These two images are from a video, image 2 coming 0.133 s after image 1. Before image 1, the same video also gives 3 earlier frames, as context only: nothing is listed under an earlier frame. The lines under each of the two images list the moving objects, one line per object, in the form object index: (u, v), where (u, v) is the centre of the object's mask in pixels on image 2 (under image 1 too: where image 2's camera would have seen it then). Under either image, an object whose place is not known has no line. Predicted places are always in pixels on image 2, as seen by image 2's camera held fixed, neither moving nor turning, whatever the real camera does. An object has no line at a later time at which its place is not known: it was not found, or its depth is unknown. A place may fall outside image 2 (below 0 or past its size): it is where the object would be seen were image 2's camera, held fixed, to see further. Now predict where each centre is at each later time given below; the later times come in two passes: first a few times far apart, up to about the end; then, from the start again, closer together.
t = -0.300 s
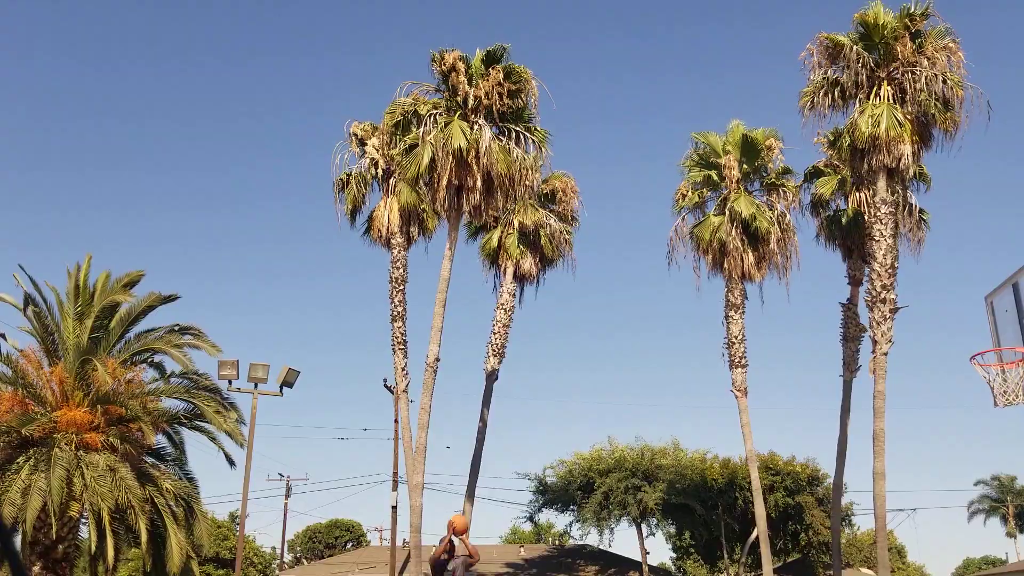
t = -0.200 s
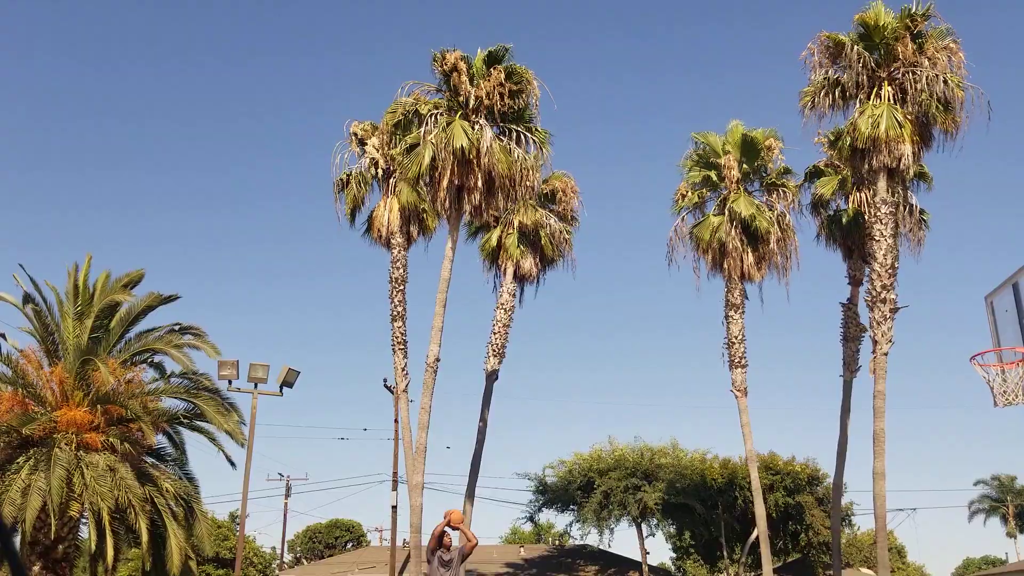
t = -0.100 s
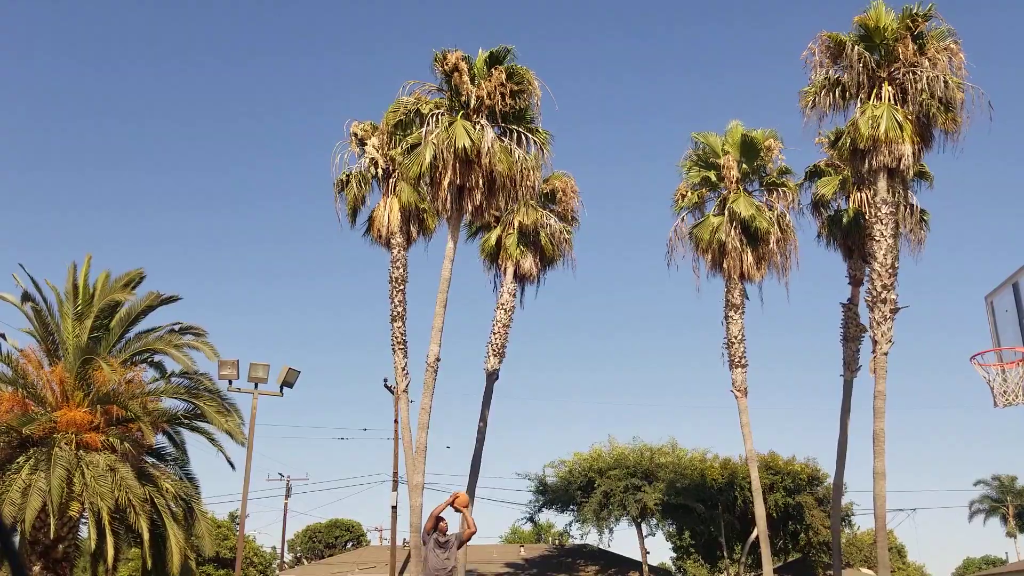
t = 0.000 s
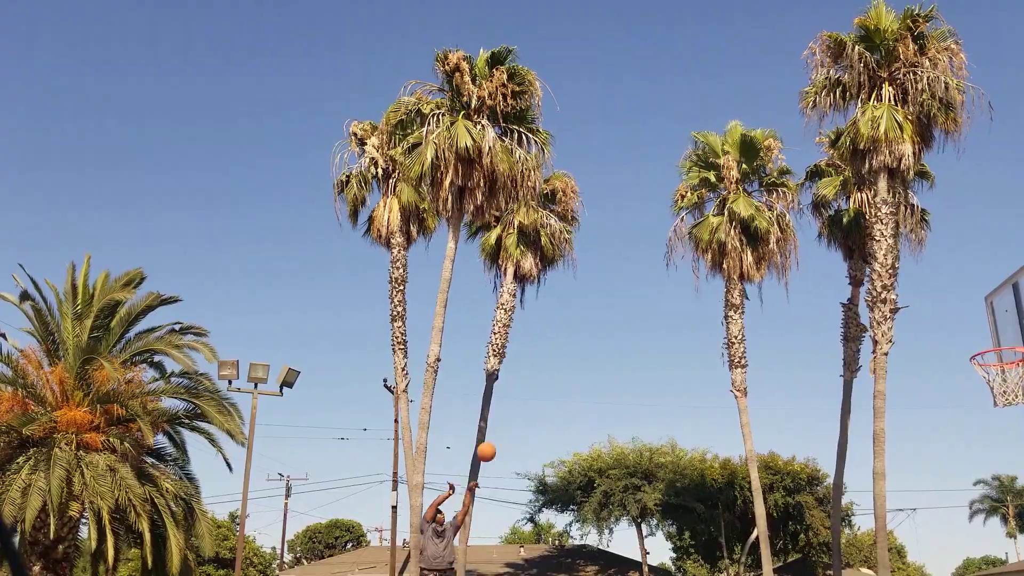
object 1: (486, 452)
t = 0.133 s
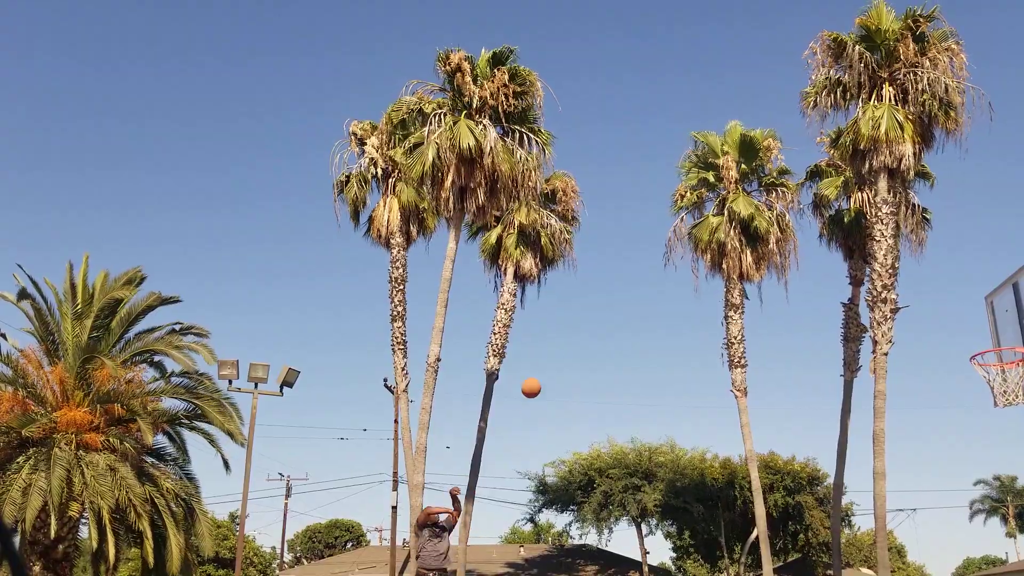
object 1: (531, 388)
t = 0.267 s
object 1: (578, 337)
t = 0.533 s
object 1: (684, 272)
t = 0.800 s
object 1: (817, 264)
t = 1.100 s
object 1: (1011, 339)
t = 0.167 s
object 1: (542, 374)
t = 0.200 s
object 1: (554, 361)
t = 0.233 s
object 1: (566, 348)
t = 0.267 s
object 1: (578, 337)
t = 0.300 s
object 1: (590, 326)
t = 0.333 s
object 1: (603, 315)
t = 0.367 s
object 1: (616, 306)
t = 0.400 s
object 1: (629, 298)
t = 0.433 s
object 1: (642, 290)
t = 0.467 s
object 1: (656, 283)
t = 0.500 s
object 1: (670, 277)
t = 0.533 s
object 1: (684, 272)
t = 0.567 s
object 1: (699, 267)
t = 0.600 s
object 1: (714, 264)
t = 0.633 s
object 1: (730, 262)
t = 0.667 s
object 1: (747, 260)
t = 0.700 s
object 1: (763, 259)
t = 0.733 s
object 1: (780, 260)
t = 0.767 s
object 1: (798, 261)
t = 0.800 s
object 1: (817, 264)
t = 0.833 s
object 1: (835, 267)
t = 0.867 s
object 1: (856, 273)
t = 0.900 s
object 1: (876, 279)
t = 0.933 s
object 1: (899, 286)
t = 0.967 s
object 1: (921, 295)
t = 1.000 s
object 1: (943, 306)
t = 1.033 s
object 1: (967, 318)
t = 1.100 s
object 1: (1011, 339)
